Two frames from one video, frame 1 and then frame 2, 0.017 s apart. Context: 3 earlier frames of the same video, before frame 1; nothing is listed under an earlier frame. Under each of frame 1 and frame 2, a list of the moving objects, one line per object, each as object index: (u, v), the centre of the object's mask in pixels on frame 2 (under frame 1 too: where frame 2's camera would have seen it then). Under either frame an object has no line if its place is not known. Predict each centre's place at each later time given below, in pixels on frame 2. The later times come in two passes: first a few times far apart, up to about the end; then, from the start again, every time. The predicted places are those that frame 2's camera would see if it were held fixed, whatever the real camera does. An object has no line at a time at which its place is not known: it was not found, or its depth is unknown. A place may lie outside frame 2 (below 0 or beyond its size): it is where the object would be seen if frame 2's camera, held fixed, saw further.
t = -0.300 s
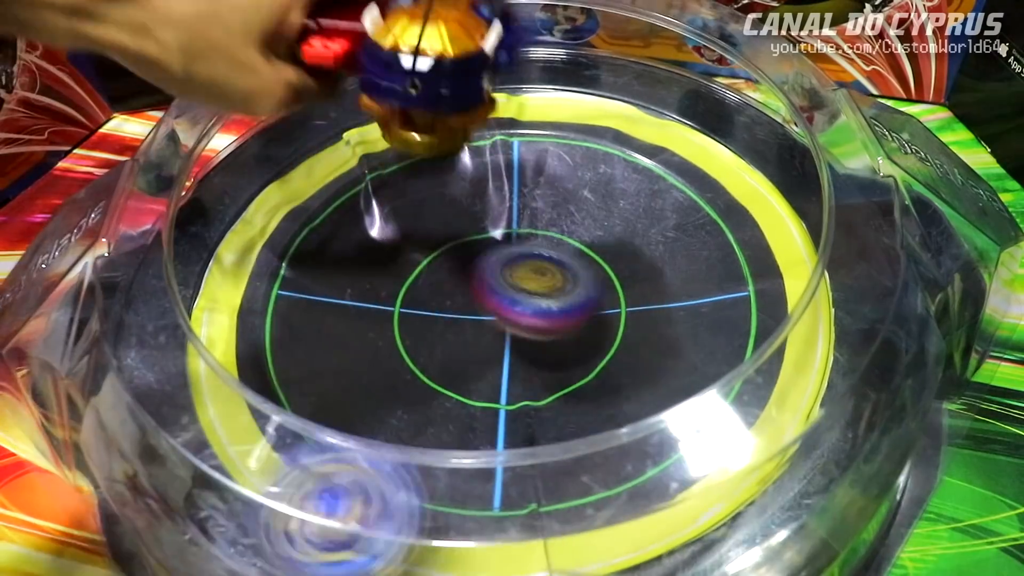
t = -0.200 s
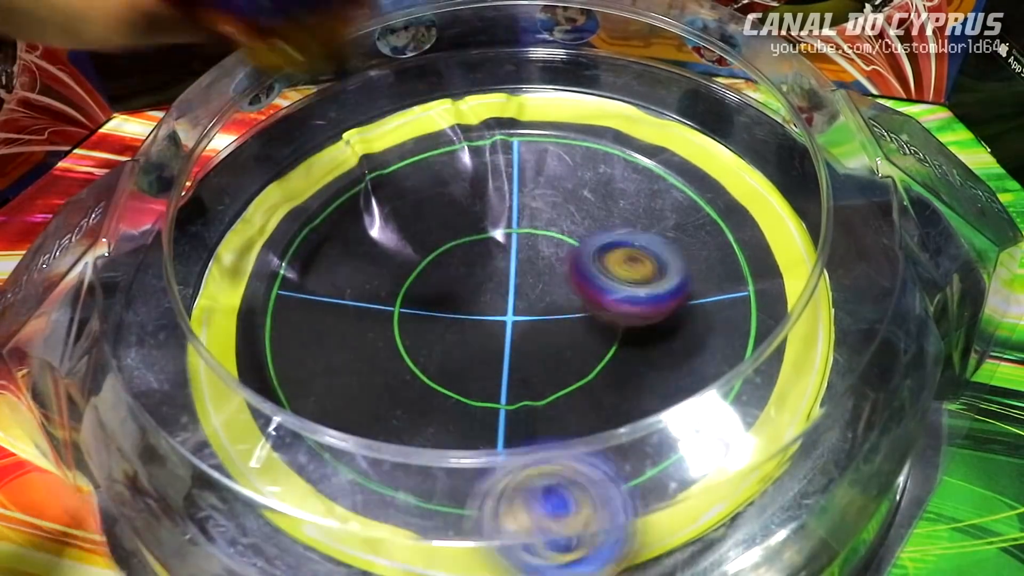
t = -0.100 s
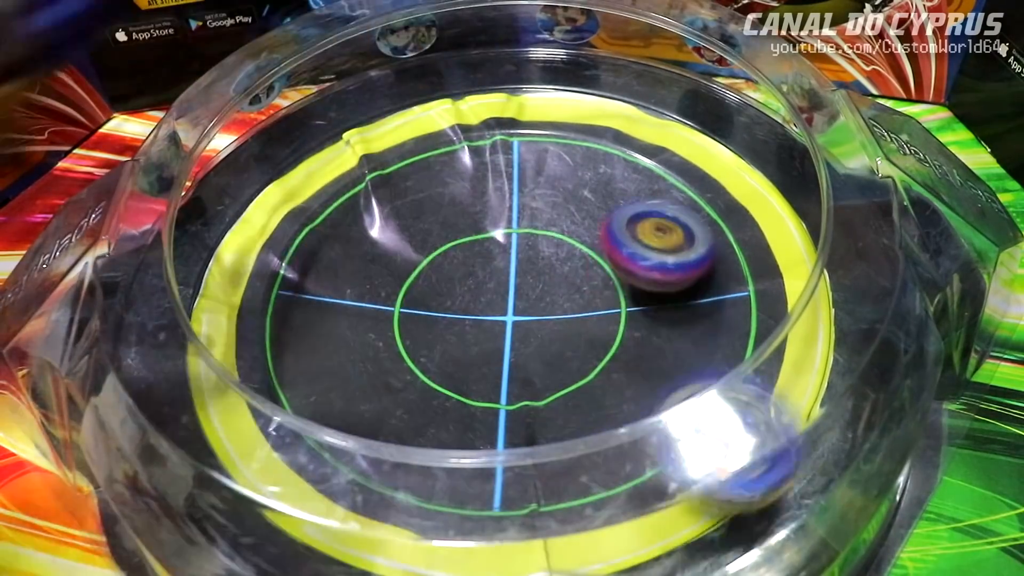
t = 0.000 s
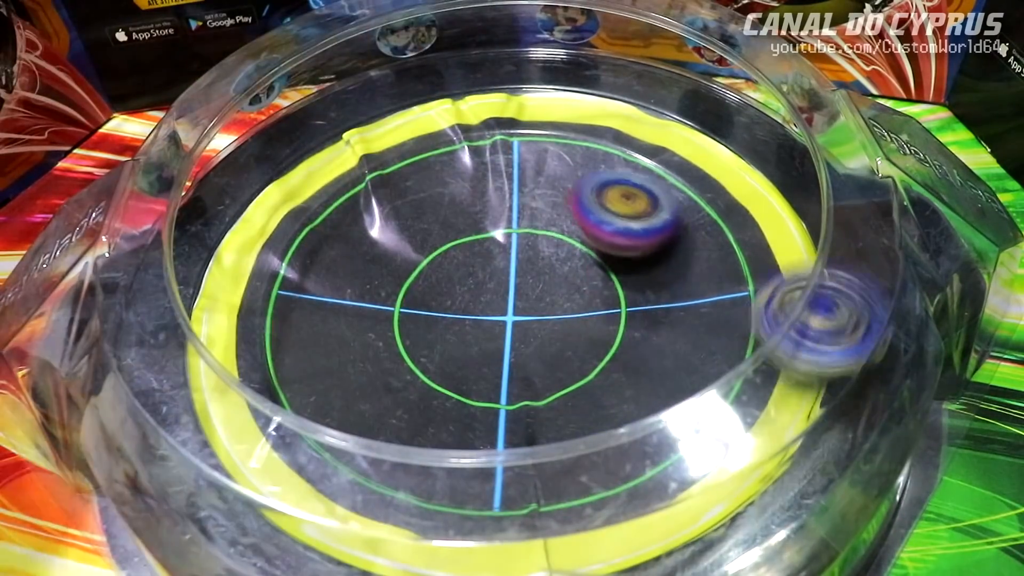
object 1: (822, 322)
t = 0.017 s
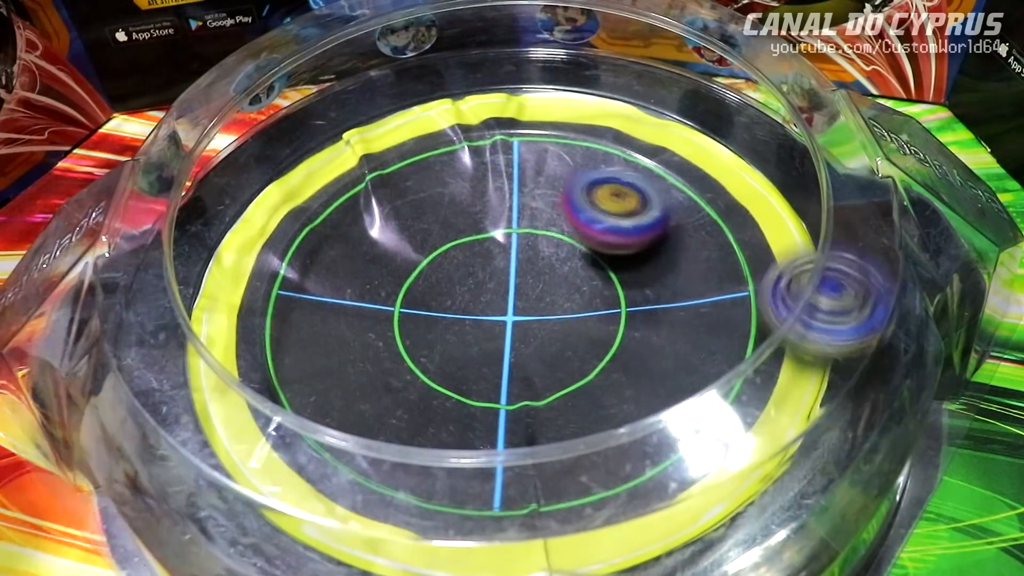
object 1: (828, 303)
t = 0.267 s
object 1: (590, 64)
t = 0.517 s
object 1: (284, 218)
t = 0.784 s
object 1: (725, 258)
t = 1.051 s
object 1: (833, 165)
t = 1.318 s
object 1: (868, 197)
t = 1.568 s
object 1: (894, 249)
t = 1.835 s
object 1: (879, 274)
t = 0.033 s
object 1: (834, 281)
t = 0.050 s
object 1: (834, 260)
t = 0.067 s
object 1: (829, 239)
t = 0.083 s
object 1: (820, 219)
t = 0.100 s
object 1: (809, 201)
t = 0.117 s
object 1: (793, 183)
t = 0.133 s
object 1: (772, 165)
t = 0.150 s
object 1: (758, 147)
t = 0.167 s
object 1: (739, 127)
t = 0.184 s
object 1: (720, 114)
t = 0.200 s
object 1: (696, 100)
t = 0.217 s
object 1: (671, 88)
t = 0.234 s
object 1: (645, 76)
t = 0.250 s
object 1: (619, 68)
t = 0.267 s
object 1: (590, 64)
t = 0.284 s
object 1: (559, 60)
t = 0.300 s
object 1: (528, 57)
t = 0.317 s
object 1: (494, 58)
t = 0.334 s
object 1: (467, 62)
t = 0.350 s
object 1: (435, 69)
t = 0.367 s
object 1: (403, 76)
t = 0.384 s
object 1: (372, 87)
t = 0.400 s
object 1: (343, 99)
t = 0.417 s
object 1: (314, 115)
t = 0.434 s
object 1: (288, 135)
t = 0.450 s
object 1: (259, 157)
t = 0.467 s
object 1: (238, 180)
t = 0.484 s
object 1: (236, 200)
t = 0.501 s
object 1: (256, 207)
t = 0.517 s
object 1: (284, 218)
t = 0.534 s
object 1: (310, 225)
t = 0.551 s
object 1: (334, 237)
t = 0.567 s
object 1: (359, 250)
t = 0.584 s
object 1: (387, 261)
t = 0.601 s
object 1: (418, 274)
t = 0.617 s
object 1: (451, 284)
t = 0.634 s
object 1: (484, 291)
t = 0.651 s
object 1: (513, 294)
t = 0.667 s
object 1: (547, 293)
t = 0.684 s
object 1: (579, 293)
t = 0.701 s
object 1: (609, 289)
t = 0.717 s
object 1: (637, 282)
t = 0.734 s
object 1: (664, 278)
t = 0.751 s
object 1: (688, 271)
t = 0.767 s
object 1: (710, 264)
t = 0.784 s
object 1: (725, 258)
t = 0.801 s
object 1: (745, 249)
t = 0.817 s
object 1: (759, 240)
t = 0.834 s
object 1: (775, 232)
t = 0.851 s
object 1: (789, 227)
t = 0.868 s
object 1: (803, 220)
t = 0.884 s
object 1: (819, 212)
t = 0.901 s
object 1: (823, 202)
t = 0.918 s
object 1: (824, 191)
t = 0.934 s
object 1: (823, 185)
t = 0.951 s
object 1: (823, 184)
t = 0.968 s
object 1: (823, 184)
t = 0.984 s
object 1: (824, 181)
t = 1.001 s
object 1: (825, 175)
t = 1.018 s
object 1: (827, 174)
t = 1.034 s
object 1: (829, 169)
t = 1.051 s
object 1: (833, 165)
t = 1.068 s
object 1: (835, 163)
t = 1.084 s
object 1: (838, 163)
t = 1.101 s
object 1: (840, 165)
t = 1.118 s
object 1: (845, 166)
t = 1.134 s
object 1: (848, 170)
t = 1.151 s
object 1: (851, 172)
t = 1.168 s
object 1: (856, 173)
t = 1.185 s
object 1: (865, 179)
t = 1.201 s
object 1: (859, 180)
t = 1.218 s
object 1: (857, 181)
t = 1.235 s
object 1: (855, 184)
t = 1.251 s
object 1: (854, 185)
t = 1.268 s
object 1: (856, 188)
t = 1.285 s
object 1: (858, 191)
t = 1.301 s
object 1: (862, 194)
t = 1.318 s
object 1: (868, 197)
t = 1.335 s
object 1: (875, 199)
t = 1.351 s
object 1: (878, 204)
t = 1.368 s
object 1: (887, 203)
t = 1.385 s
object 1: (884, 209)
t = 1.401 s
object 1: (882, 214)
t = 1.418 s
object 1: (882, 216)
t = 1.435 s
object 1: (883, 219)
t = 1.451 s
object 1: (885, 222)
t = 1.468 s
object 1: (887, 225)
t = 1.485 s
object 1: (891, 230)
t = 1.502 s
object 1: (895, 234)
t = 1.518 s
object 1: (899, 239)
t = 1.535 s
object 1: (899, 242)
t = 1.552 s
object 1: (895, 246)
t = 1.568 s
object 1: (894, 249)
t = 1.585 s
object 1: (892, 252)
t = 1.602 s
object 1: (891, 254)
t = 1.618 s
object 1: (890, 255)
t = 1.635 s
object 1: (888, 258)
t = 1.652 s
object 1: (886, 260)
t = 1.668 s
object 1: (885, 263)
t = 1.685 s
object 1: (884, 267)
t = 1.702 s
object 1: (884, 268)
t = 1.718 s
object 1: (882, 269)
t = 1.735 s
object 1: (882, 270)
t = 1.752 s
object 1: (881, 271)
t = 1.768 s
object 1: (880, 272)
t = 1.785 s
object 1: (879, 273)
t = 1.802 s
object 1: (879, 273)
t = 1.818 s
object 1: (879, 274)
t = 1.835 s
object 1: (879, 274)
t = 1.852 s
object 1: (878, 274)
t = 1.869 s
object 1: (876, 273)
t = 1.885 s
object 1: (876, 273)
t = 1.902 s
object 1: (874, 273)
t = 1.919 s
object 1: (876, 273)
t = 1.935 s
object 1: (873, 272)
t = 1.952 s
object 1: (871, 271)
